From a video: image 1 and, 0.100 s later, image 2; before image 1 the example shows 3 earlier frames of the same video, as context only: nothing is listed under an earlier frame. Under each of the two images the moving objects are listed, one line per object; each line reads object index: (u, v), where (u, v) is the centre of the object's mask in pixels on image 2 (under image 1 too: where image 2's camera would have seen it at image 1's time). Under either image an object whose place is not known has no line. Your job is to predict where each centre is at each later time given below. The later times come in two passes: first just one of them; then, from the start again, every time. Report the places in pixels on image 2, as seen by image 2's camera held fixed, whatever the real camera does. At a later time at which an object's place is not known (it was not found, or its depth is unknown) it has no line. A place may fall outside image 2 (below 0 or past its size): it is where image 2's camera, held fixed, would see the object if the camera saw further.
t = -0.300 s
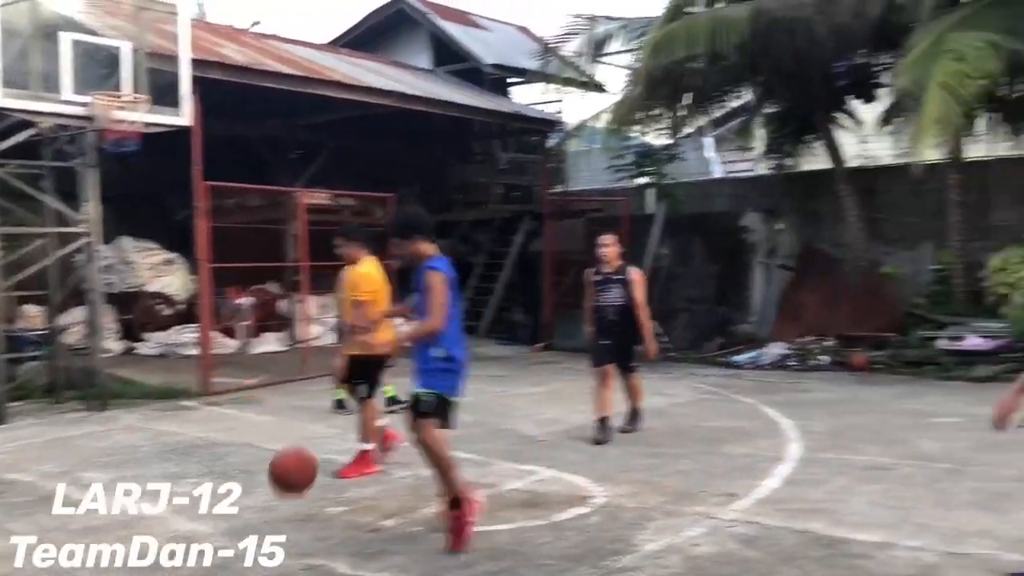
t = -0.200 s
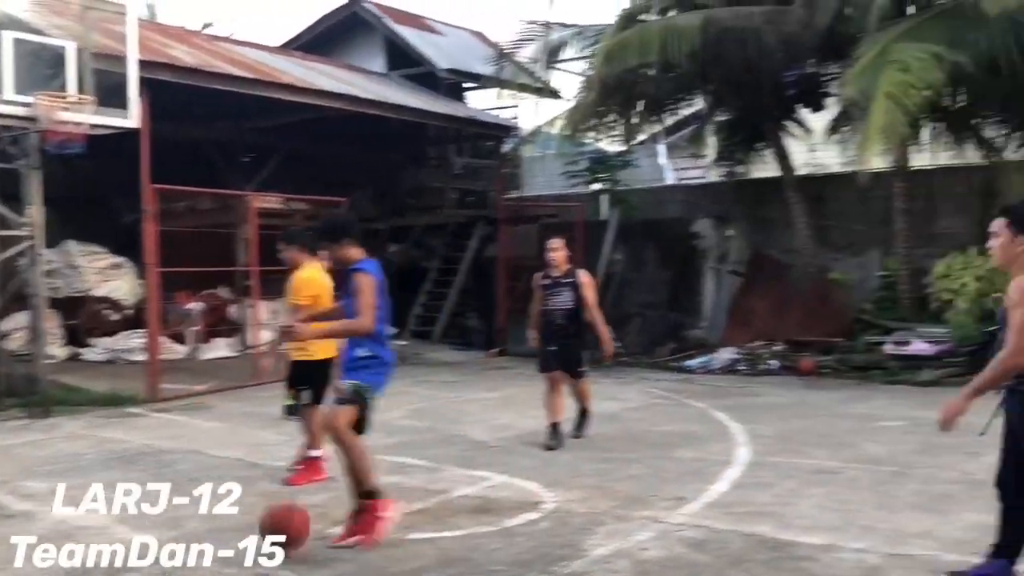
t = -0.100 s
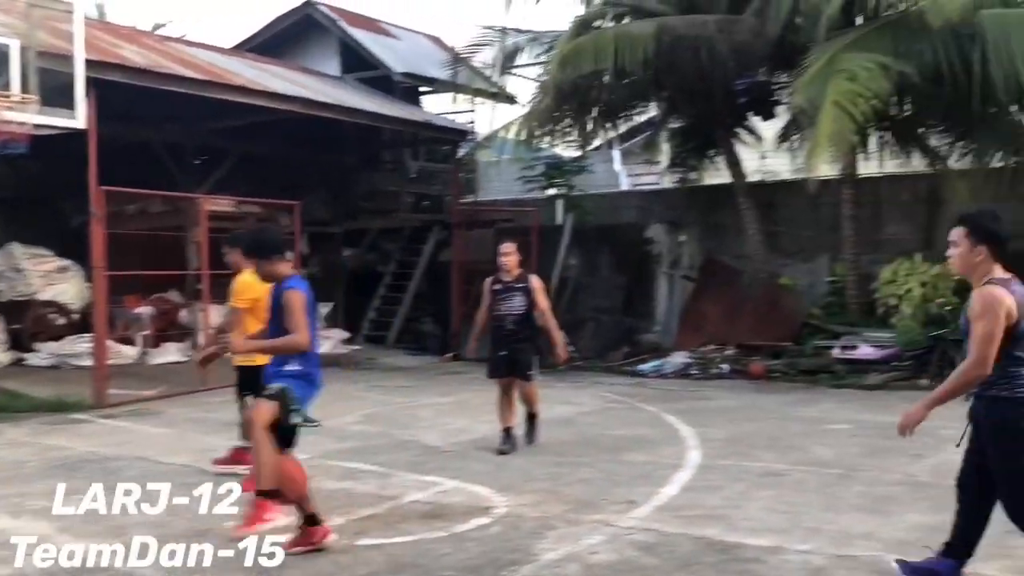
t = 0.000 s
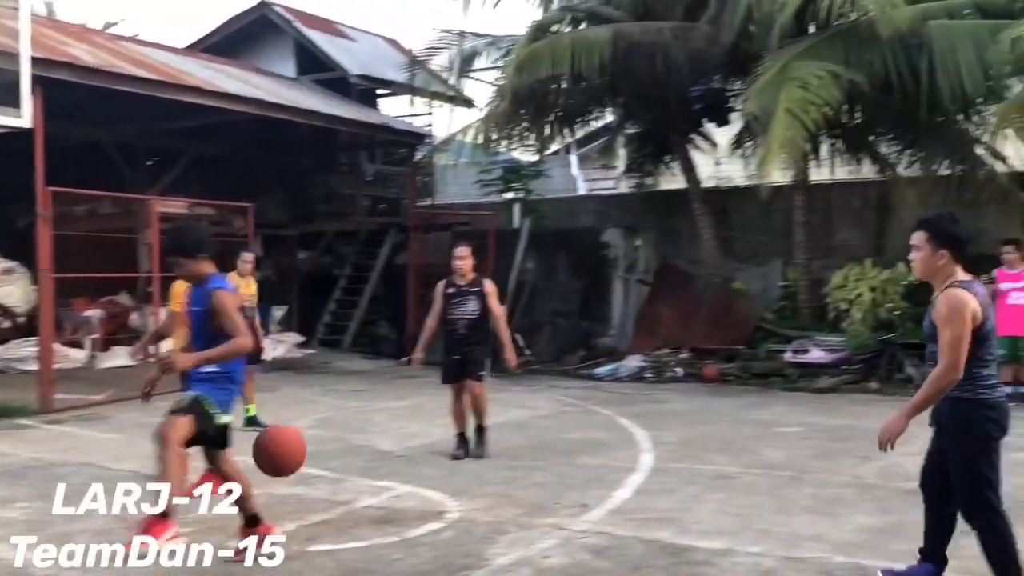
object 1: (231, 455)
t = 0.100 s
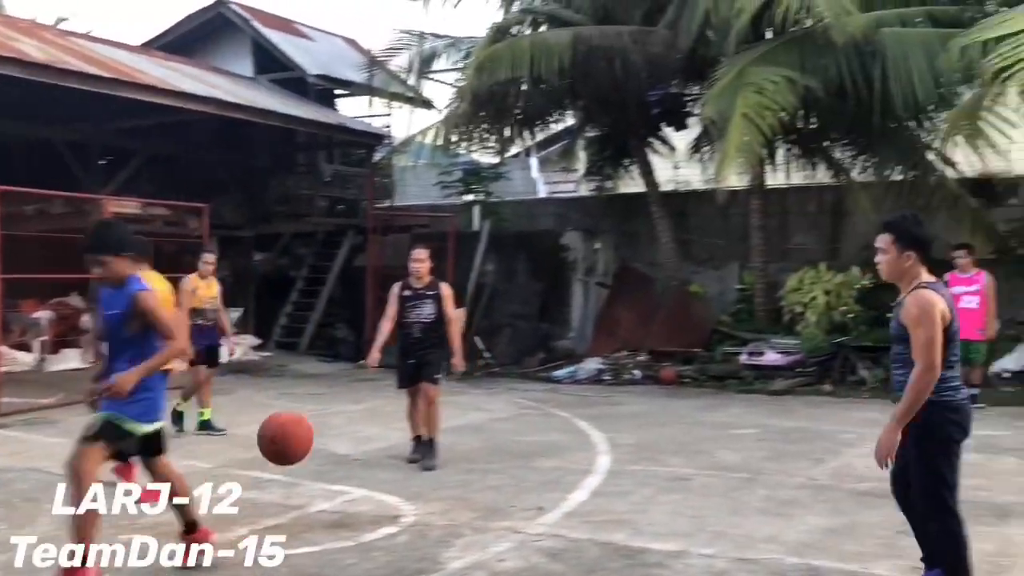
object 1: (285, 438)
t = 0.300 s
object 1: (399, 470)
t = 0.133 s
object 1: (304, 437)
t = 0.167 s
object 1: (322, 439)
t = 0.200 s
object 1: (341, 443)
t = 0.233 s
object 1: (360, 449)
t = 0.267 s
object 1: (379, 459)
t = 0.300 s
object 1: (399, 470)
